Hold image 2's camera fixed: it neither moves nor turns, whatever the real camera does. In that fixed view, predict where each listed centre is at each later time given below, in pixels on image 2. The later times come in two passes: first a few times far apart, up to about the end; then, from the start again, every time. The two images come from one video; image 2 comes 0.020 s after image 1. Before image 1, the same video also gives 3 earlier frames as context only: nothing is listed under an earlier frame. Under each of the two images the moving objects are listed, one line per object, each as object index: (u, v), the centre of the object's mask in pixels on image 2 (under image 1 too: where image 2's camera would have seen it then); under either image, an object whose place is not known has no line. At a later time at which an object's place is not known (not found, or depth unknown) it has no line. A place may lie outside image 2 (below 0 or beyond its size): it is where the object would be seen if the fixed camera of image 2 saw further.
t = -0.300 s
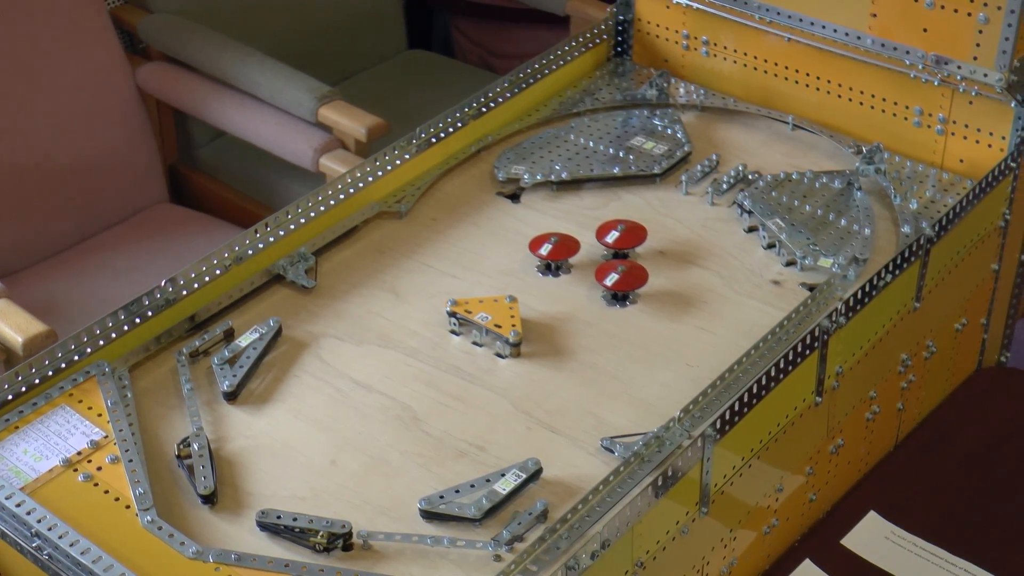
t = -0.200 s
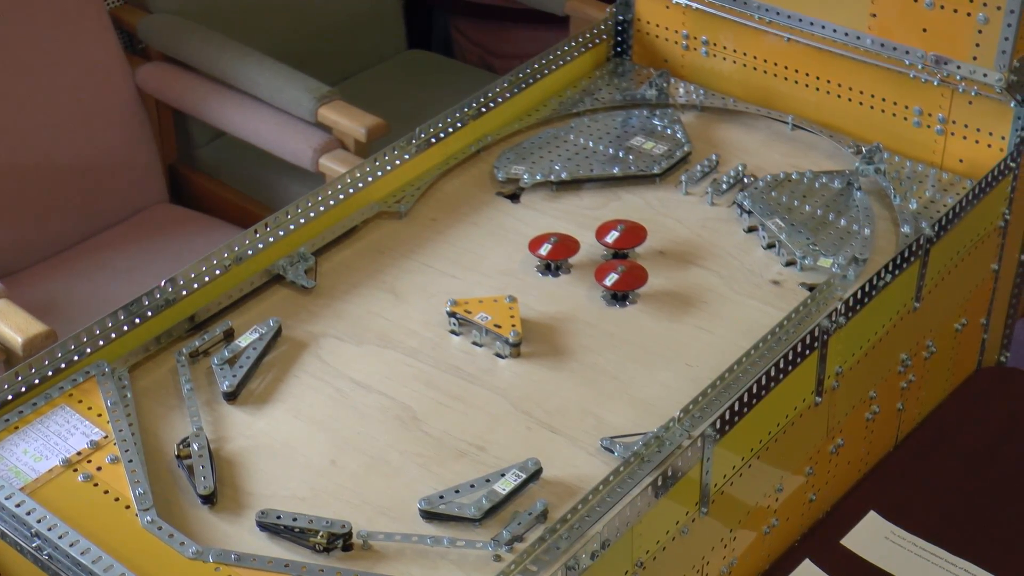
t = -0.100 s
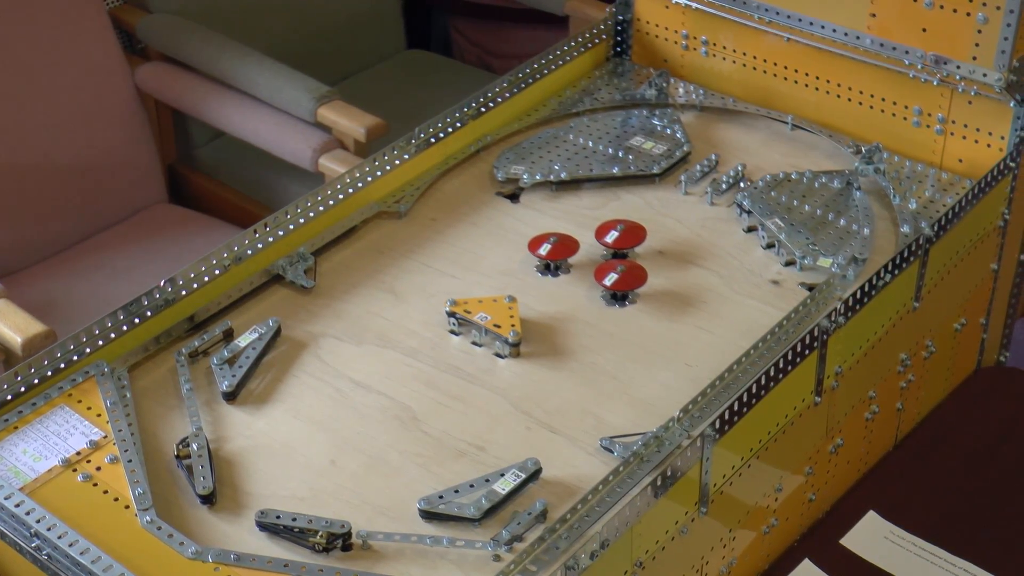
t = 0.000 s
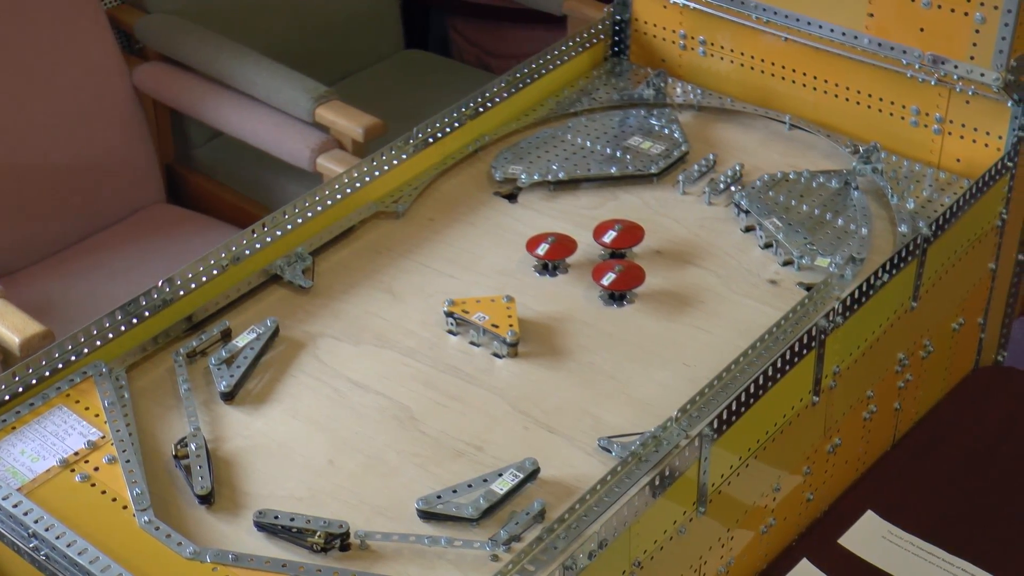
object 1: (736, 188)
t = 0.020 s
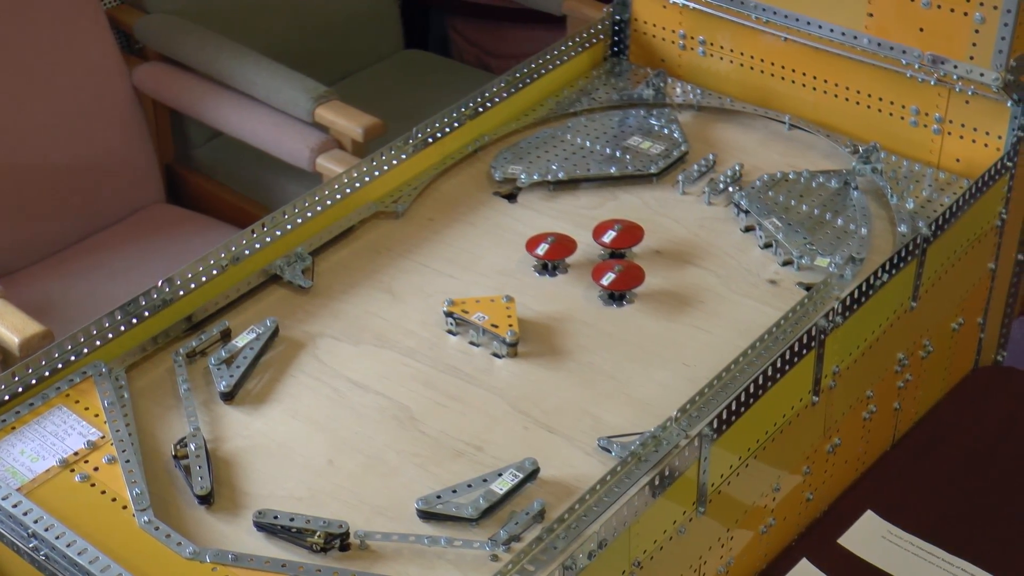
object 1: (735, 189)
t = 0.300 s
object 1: (714, 214)
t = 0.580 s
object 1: (679, 255)
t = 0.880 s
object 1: (621, 323)
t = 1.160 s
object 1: (536, 421)
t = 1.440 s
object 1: (386, 482)
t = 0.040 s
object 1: (732, 192)
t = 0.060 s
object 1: (730, 193)
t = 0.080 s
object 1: (729, 194)
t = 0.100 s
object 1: (728, 197)
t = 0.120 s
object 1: (726, 199)
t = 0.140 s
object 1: (726, 200)
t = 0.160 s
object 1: (725, 201)
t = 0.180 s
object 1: (724, 203)
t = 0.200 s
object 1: (723, 205)
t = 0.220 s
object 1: (721, 206)
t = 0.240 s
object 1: (720, 208)
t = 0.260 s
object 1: (718, 210)
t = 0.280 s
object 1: (716, 212)
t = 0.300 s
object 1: (714, 214)
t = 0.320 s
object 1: (712, 217)
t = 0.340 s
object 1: (710, 219)
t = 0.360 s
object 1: (708, 221)
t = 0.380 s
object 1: (706, 224)
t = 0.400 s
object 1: (703, 227)
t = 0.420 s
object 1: (701, 229)
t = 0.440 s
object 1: (698, 232)
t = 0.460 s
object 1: (696, 235)
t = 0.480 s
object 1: (694, 238)
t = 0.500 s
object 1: (691, 241)
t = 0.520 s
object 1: (688, 245)
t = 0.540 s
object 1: (685, 248)
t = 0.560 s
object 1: (682, 252)
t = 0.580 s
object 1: (679, 255)
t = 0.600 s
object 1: (676, 259)
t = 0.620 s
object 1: (672, 263)
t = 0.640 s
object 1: (670, 267)
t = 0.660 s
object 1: (666, 270)
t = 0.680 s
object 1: (663, 275)
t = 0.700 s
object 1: (659, 278)
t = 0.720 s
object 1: (655, 283)
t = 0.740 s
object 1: (652, 287)
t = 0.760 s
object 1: (647, 293)
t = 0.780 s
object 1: (644, 297)
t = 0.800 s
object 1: (639, 302)
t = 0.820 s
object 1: (635, 307)
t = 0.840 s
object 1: (630, 311)
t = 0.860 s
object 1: (625, 318)
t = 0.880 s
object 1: (621, 323)
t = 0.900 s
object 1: (616, 329)
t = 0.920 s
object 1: (611, 335)
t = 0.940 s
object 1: (605, 341)
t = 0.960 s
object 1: (600, 347)
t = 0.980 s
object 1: (594, 354)
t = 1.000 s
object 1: (589, 360)
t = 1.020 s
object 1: (583, 367)
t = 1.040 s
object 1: (577, 374)
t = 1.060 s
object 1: (570, 381)
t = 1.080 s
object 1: (564, 389)
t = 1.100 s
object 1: (557, 396)
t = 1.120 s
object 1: (550, 404)
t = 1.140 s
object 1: (544, 413)
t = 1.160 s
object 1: (536, 421)
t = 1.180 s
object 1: (529, 429)
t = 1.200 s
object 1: (521, 438)
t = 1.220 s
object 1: (514, 447)
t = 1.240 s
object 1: (505, 456)
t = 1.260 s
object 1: (496, 463)
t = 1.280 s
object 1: (484, 469)
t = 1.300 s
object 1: (472, 470)
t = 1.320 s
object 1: (461, 473)
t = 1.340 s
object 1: (449, 475)
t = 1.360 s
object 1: (438, 477)
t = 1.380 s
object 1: (425, 478)
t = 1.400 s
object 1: (412, 478)
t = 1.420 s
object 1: (399, 480)
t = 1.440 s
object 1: (386, 482)
